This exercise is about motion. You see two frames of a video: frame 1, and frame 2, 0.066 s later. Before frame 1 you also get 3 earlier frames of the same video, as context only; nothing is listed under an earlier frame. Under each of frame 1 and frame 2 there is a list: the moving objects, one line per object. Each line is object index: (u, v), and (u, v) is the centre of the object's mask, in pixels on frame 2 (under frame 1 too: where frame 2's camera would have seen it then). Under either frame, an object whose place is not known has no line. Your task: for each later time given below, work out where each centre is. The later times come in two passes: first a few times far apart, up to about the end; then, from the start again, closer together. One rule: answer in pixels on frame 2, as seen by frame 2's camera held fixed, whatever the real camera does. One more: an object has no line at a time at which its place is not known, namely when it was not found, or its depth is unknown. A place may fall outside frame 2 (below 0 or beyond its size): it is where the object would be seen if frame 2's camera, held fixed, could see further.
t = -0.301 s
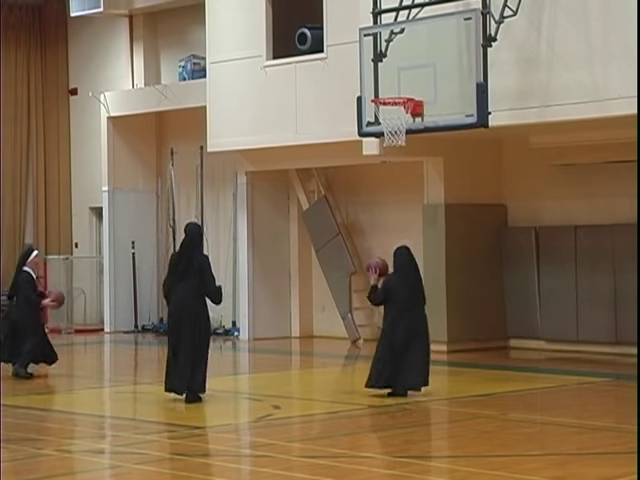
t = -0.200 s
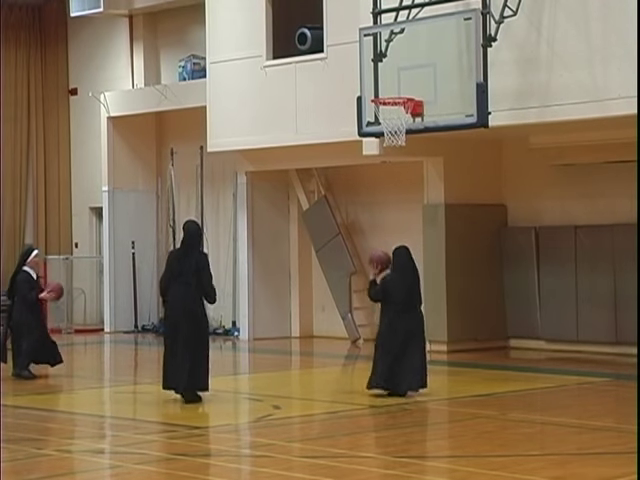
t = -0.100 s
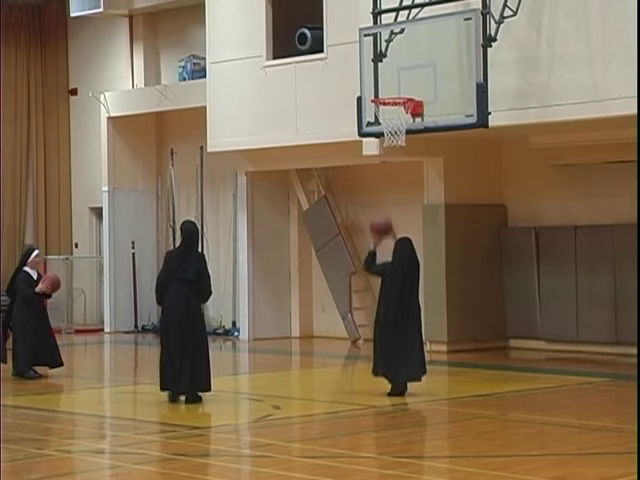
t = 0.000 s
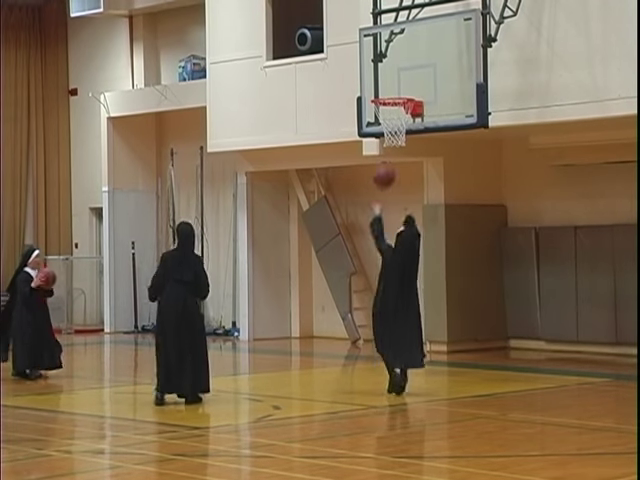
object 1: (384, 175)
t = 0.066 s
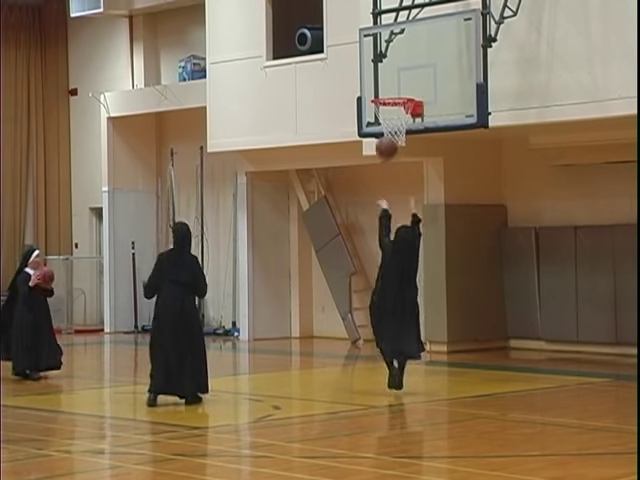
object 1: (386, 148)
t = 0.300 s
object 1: (395, 86)
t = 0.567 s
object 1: (404, 79)
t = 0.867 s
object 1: (408, 89)
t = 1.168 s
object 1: (389, 112)
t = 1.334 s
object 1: (382, 142)
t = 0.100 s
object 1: (387, 136)
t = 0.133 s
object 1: (388, 125)
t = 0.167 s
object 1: (390, 115)
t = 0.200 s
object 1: (391, 105)
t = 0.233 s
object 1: (392, 98)
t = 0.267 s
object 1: (393, 91)
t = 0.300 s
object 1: (395, 86)
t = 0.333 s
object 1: (396, 82)
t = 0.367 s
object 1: (397, 78)
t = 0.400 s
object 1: (398, 76)
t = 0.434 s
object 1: (400, 75)
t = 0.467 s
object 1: (401, 75)
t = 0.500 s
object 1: (402, 76)
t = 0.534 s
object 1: (403, 77)
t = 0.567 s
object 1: (404, 79)
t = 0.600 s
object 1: (406, 83)
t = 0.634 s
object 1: (407, 87)
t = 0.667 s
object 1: (407, 84)
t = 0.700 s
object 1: (407, 83)
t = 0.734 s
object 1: (407, 82)
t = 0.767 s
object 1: (407, 83)
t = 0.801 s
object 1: (407, 84)
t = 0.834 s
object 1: (407, 86)
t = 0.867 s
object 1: (408, 89)
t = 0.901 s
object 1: (406, 89)
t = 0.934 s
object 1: (403, 89)
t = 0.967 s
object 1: (401, 90)
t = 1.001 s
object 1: (399, 91)
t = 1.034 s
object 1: (397, 93)
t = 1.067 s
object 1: (395, 94)
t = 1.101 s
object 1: (392, 104)
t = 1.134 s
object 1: (390, 108)
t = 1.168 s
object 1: (389, 112)
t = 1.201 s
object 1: (386, 115)
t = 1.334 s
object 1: (382, 142)
